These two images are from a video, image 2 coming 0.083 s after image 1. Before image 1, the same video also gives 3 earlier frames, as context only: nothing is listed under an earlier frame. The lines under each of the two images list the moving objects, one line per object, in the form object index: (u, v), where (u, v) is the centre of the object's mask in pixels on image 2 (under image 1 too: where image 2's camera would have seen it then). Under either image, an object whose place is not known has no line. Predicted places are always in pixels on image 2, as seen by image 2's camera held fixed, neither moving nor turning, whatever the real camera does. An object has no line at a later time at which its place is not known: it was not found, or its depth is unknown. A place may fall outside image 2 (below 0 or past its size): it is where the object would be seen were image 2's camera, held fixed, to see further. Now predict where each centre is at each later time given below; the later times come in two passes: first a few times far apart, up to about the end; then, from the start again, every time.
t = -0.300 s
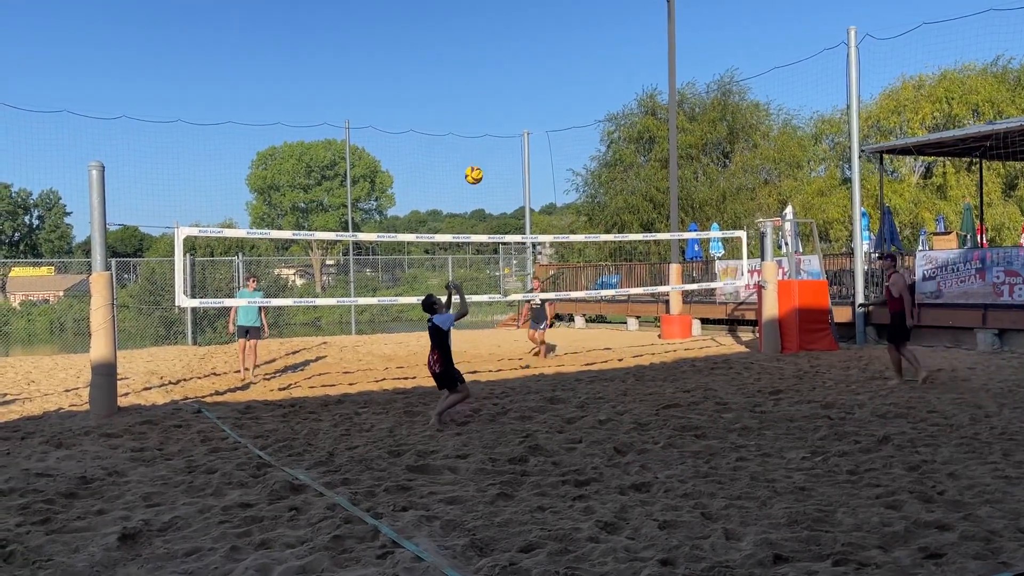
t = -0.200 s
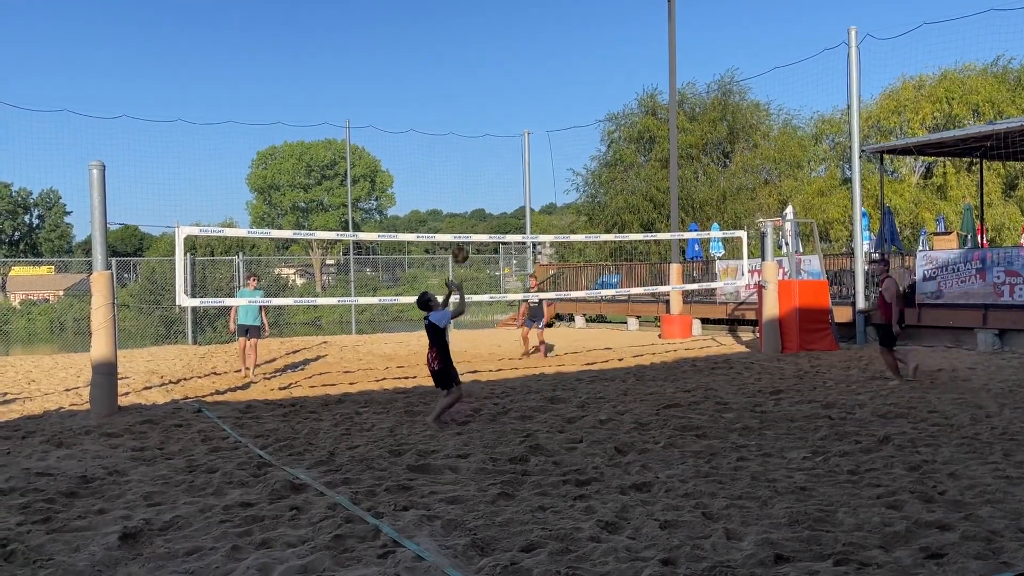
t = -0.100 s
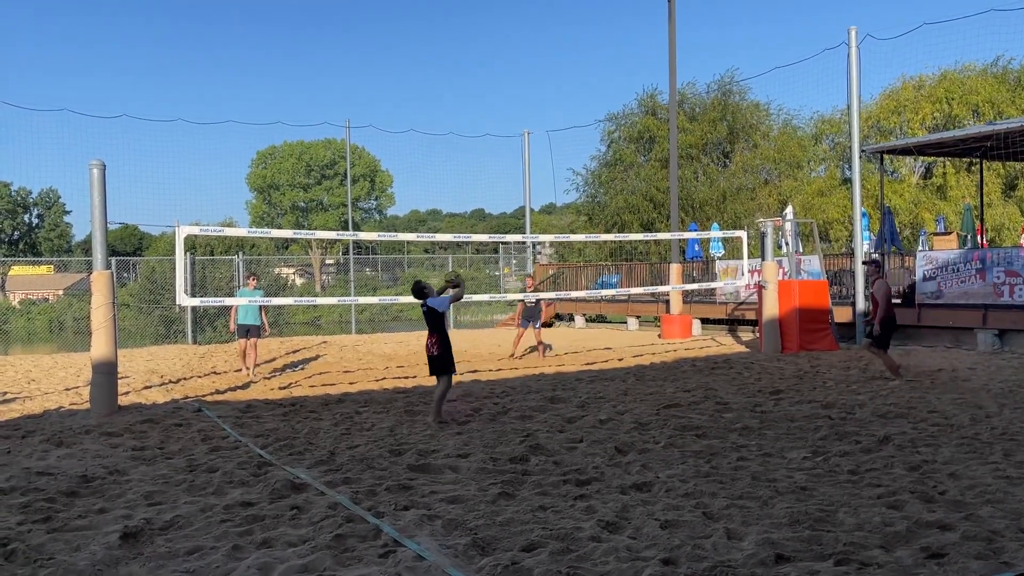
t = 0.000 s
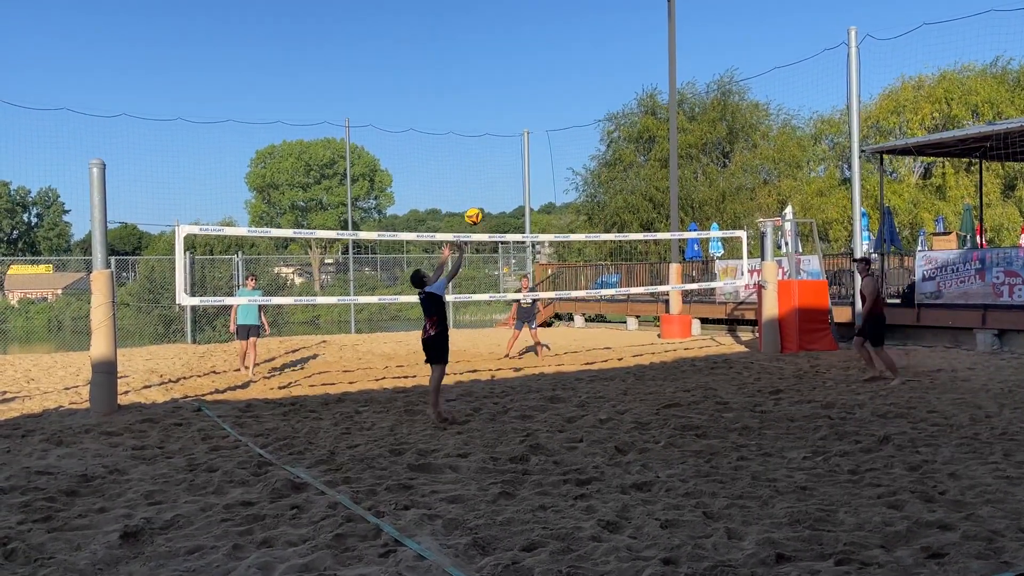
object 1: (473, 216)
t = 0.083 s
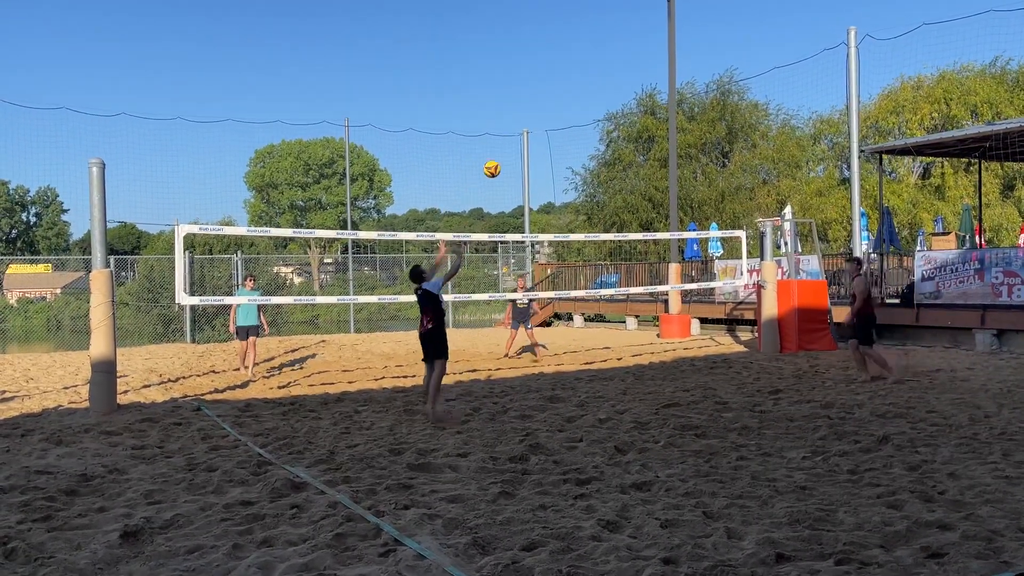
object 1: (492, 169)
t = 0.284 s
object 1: (533, 87)
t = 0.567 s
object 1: (584, 37)
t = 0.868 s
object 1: (631, 52)
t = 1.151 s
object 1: (671, 116)
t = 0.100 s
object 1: (496, 161)
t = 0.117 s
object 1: (499, 152)
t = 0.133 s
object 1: (503, 145)
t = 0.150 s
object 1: (506, 137)
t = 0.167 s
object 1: (510, 130)
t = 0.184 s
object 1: (513, 123)
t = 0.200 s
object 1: (517, 116)
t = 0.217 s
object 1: (520, 109)
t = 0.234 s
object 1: (523, 103)
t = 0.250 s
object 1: (526, 97)
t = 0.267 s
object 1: (530, 92)
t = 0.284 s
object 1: (533, 87)
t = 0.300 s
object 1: (536, 82)
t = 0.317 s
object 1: (539, 77)
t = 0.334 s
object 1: (542, 73)
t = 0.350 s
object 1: (545, 68)
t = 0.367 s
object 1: (548, 64)
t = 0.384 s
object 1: (551, 61)
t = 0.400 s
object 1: (554, 57)
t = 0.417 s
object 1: (558, 54)
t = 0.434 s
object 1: (560, 51)
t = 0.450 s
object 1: (564, 49)
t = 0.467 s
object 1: (566, 46)
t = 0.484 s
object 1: (569, 44)
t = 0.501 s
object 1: (572, 42)
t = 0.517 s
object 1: (575, 41)
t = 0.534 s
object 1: (578, 39)
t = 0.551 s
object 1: (581, 38)
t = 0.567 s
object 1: (584, 37)
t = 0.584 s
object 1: (586, 36)
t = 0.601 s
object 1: (589, 35)
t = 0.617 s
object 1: (592, 35)
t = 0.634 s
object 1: (595, 35)
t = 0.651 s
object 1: (597, 35)
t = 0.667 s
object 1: (600, 35)
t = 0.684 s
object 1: (603, 35)
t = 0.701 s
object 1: (605, 36)
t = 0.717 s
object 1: (608, 36)
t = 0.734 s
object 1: (611, 37)
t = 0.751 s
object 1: (613, 38)
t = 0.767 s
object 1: (616, 40)
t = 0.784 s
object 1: (619, 41)
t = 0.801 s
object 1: (621, 43)
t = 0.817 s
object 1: (624, 45)
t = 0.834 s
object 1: (626, 47)
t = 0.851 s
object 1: (629, 49)
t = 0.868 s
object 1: (631, 52)
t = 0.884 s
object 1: (634, 54)
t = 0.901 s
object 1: (636, 57)
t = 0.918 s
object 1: (638, 60)
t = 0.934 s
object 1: (641, 63)
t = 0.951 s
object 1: (643, 66)
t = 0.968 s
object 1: (646, 69)
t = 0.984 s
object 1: (648, 73)
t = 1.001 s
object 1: (650, 77)
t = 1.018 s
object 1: (653, 81)
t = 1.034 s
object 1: (655, 85)
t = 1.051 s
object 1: (657, 89)
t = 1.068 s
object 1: (659, 93)
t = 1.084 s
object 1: (662, 97)
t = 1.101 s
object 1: (664, 102)
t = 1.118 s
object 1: (667, 107)
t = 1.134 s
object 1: (668, 112)
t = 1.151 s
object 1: (671, 116)
